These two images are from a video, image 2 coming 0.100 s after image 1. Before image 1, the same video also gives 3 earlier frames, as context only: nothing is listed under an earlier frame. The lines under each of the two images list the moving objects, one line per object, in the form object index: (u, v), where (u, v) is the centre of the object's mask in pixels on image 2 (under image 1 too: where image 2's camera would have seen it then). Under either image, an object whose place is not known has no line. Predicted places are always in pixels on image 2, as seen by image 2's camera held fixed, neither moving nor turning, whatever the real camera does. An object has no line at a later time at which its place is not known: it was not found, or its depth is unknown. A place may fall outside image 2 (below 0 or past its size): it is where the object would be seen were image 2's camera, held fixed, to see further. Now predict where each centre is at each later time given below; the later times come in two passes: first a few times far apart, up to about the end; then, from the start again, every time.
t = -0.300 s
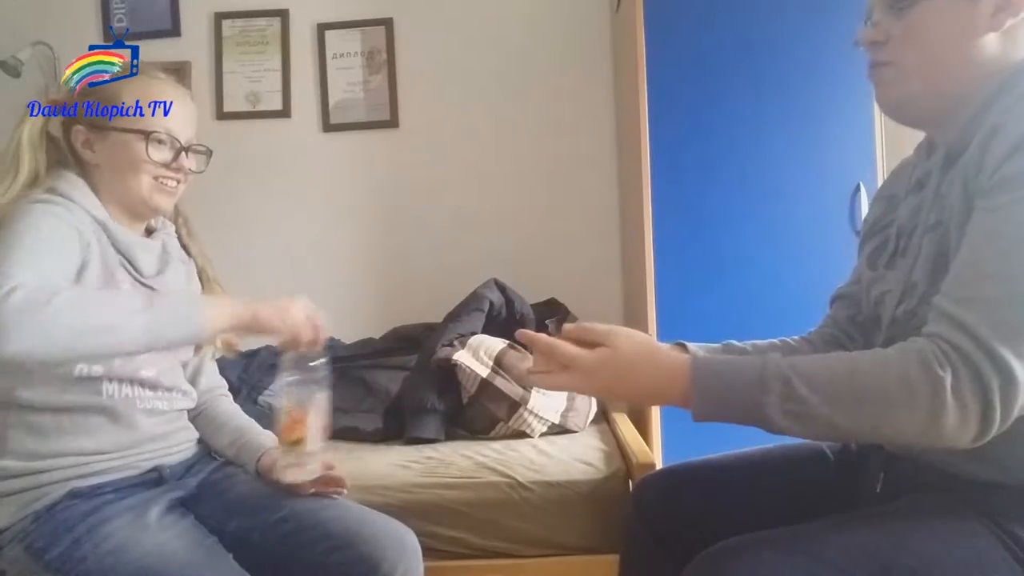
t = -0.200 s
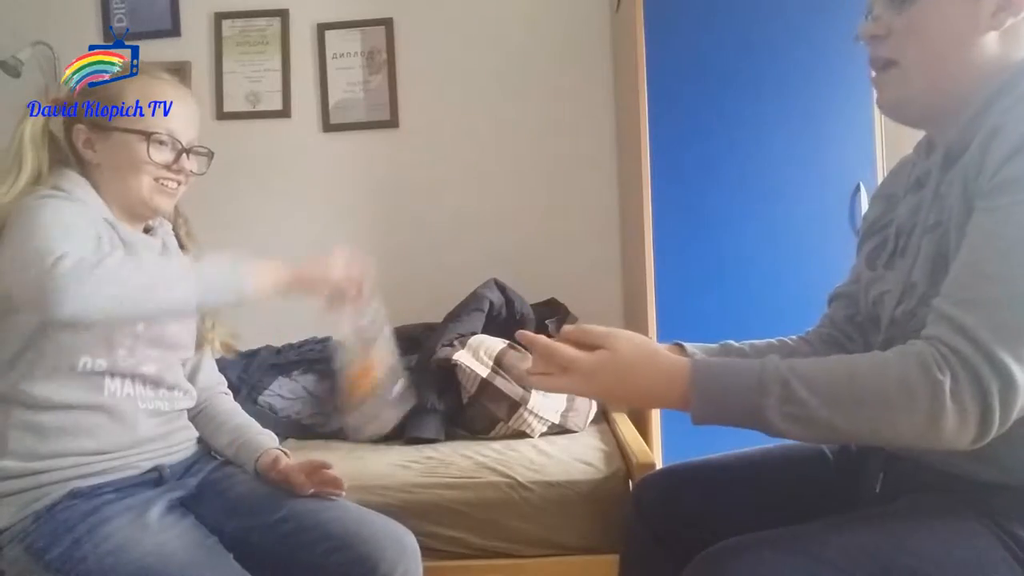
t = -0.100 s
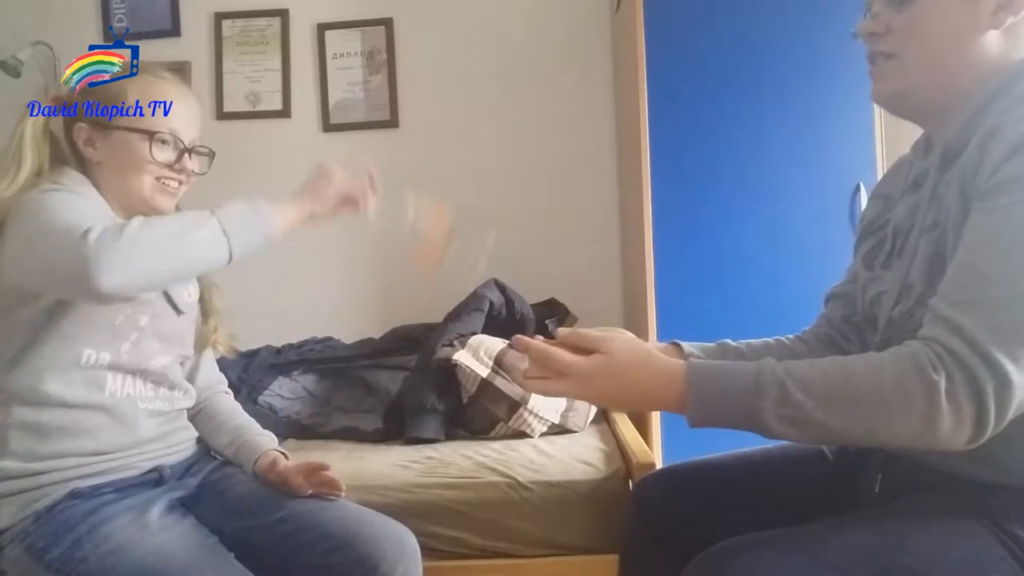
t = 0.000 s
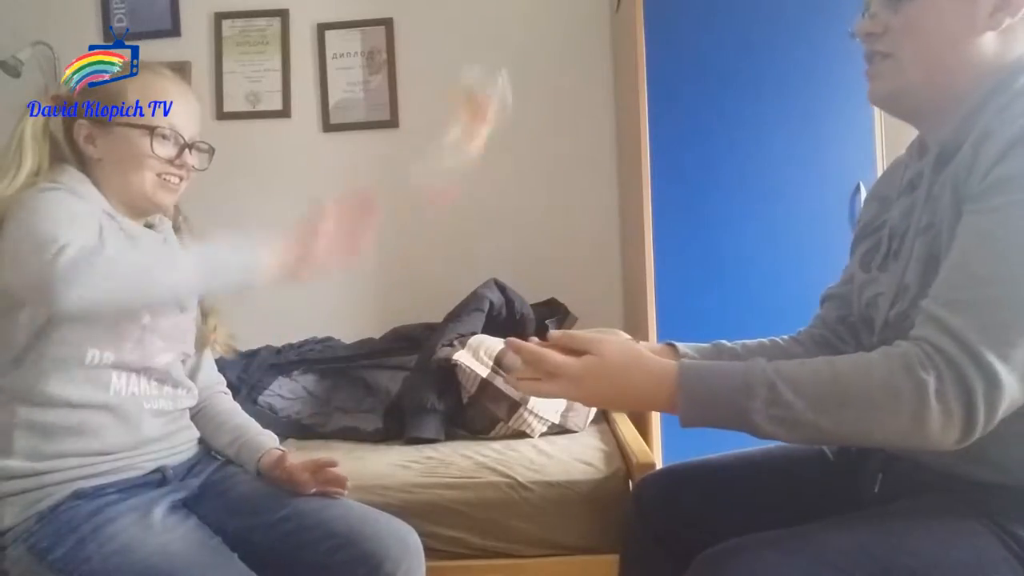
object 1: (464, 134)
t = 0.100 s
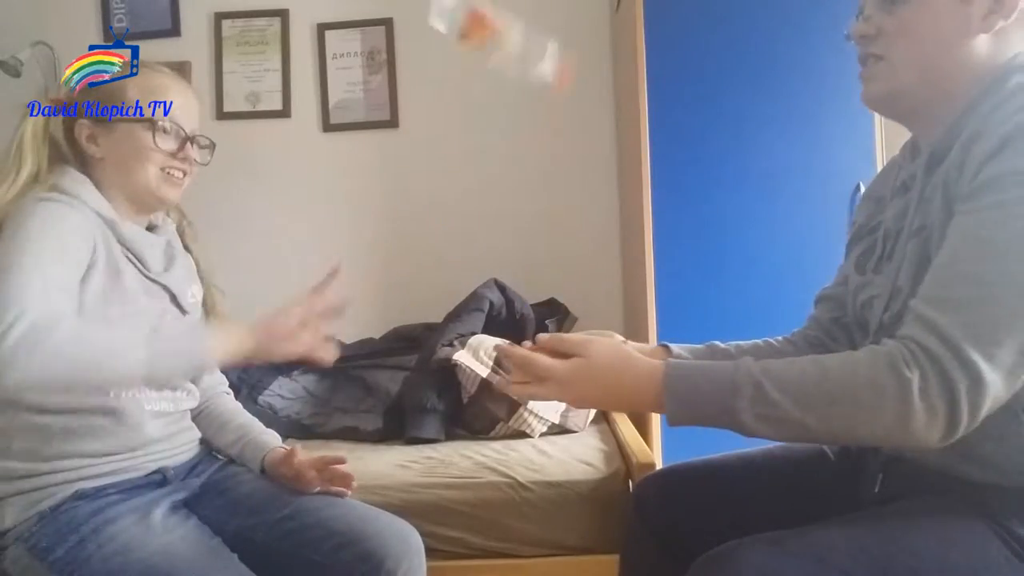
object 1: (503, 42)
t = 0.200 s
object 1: (505, 20)
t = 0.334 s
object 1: (521, 119)
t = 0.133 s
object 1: (505, 27)
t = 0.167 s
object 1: (507, 21)
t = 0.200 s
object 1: (505, 20)
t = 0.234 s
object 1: (511, 29)
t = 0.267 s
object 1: (513, 50)
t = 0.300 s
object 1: (516, 80)
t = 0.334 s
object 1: (521, 119)
